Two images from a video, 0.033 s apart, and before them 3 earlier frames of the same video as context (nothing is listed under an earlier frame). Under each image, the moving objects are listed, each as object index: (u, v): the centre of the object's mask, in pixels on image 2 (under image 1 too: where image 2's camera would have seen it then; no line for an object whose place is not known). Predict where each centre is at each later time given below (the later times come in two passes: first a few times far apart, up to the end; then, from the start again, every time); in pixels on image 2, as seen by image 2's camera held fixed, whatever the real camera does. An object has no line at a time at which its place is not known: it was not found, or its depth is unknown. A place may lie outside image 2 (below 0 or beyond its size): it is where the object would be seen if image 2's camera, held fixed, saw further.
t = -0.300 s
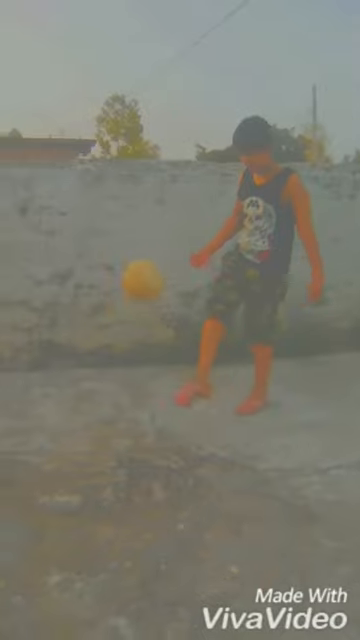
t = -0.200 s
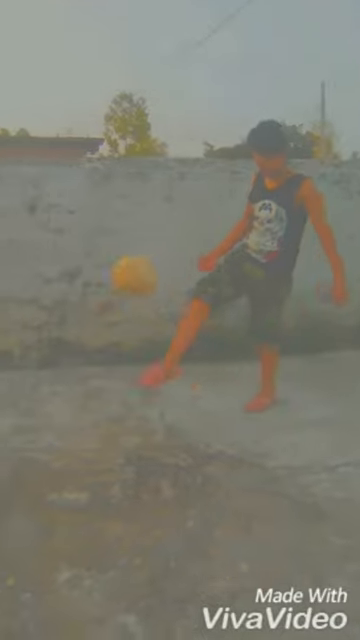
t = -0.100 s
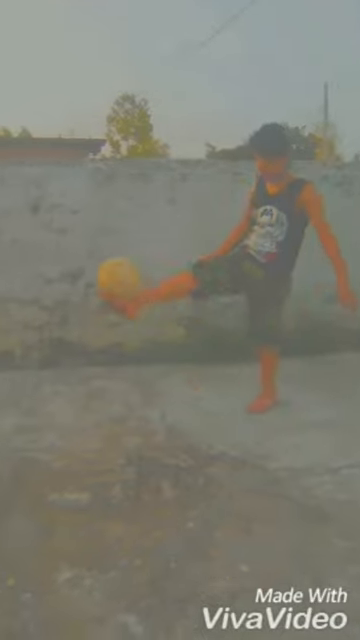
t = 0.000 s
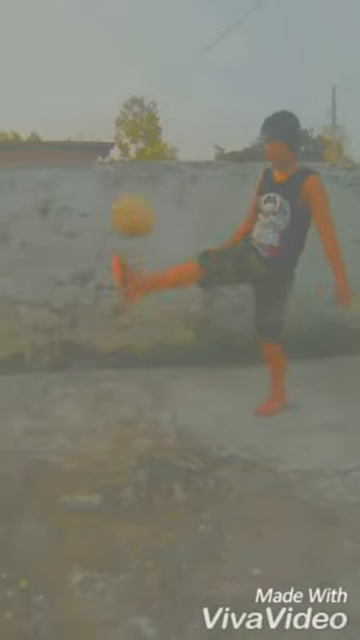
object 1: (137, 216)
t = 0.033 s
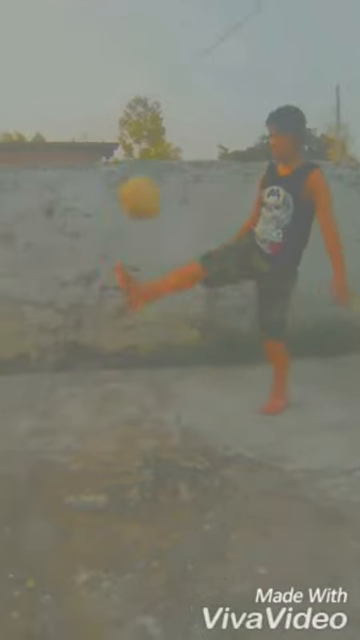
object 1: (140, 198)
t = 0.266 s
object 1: (161, 137)
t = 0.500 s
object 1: (188, 185)
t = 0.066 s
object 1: (144, 181)
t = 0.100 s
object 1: (147, 167)
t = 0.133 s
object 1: (149, 158)
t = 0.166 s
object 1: (153, 147)
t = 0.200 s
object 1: (156, 141)
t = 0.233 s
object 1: (159, 138)
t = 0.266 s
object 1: (161, 137)
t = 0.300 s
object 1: (164, 137)
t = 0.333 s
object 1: (171, 138)
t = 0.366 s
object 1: (174, 143)
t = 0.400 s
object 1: (178, 150)
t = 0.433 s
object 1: (181, 159)
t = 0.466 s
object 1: (185, 170)
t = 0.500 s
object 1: (188, 185)
